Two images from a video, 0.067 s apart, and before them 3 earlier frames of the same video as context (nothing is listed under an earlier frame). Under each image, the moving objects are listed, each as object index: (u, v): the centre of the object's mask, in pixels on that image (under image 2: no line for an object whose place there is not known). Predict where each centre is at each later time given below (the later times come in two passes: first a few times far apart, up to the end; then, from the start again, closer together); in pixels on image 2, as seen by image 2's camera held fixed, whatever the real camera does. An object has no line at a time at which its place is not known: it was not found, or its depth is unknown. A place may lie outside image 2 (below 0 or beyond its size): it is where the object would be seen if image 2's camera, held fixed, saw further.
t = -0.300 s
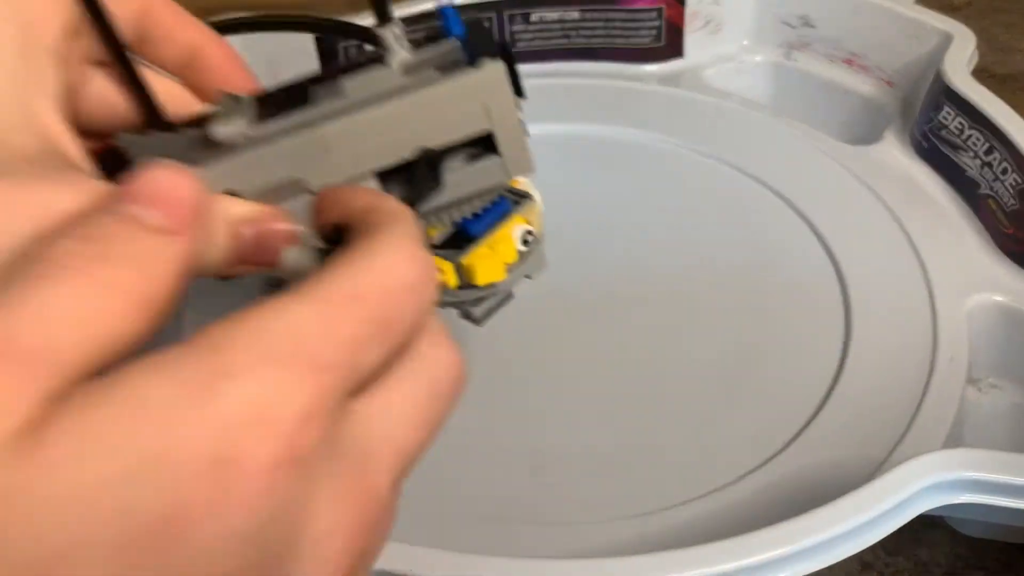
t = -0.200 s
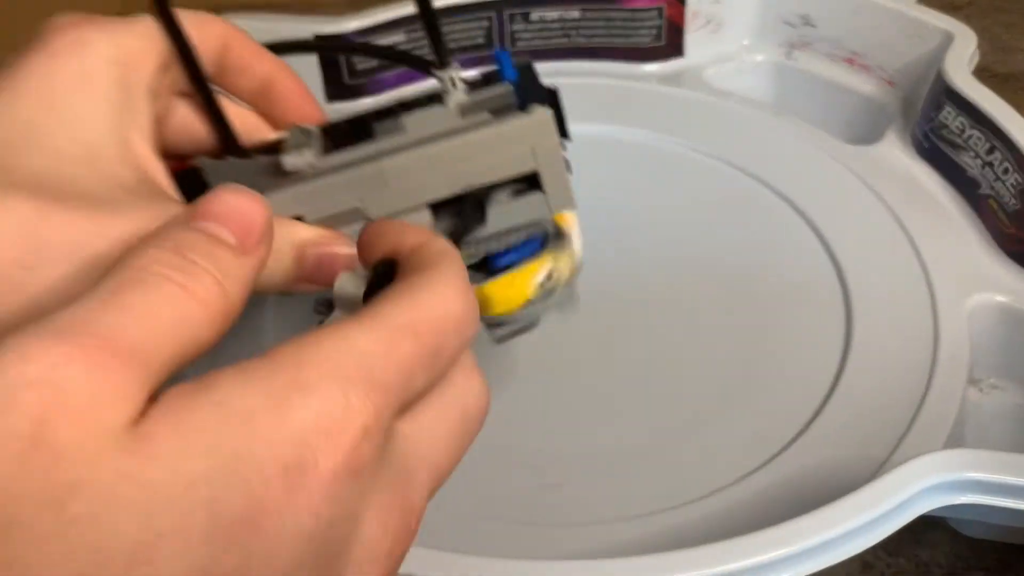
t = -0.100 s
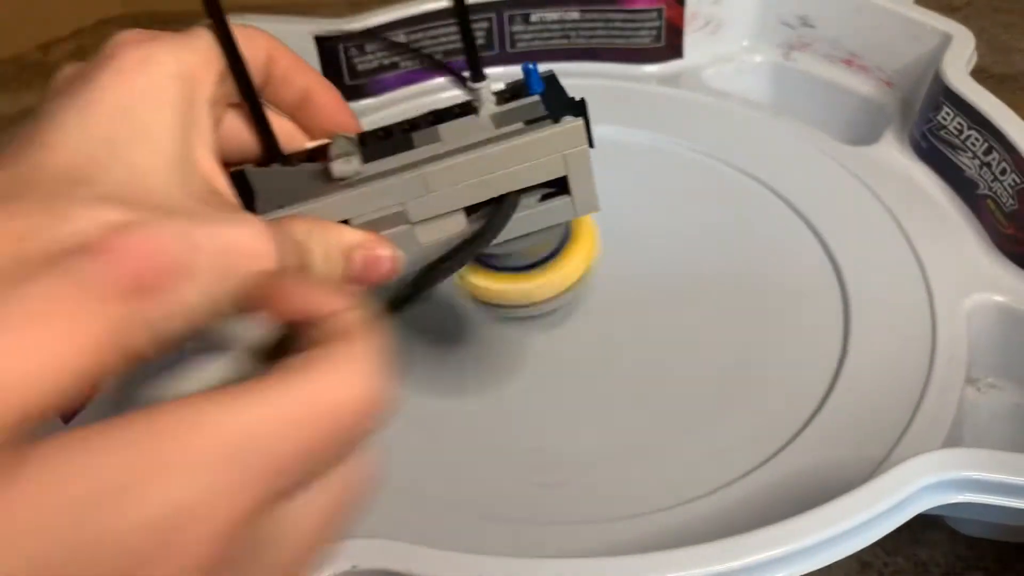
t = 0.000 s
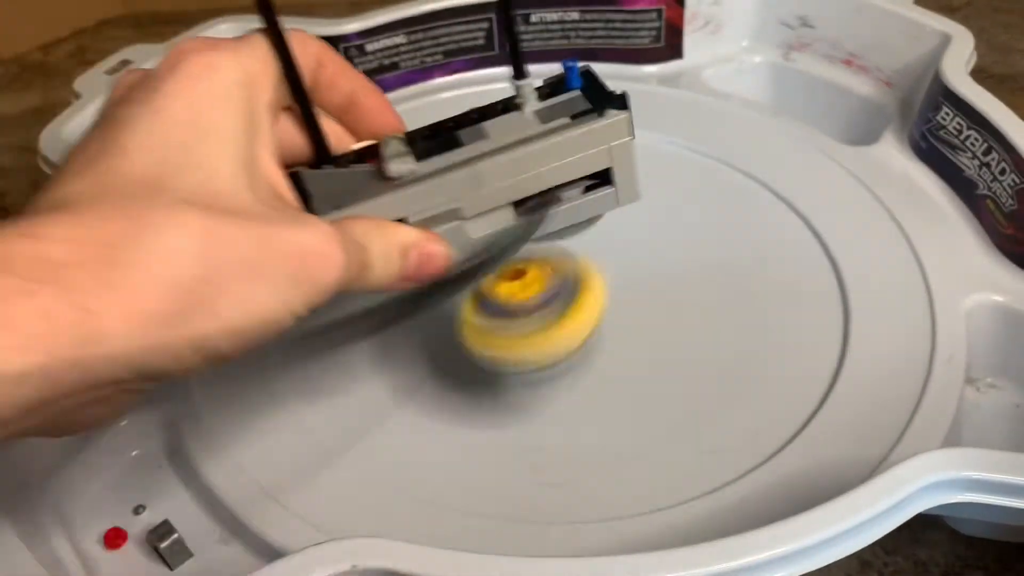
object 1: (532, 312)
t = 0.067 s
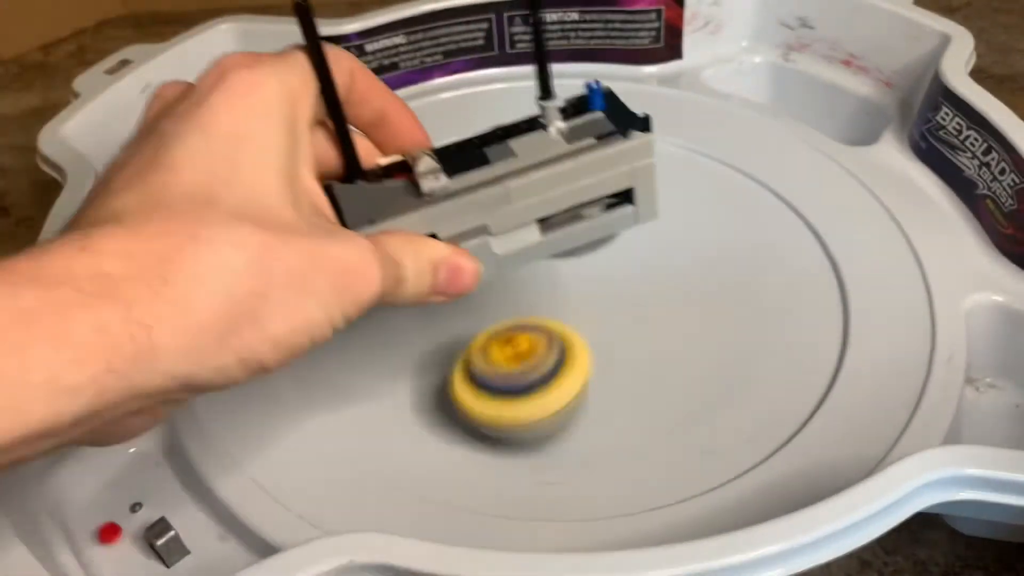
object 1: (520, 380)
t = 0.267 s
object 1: (533, 332)
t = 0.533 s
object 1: (478, 285)
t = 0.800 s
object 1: (432, 284)
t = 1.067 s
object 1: (492, 257)
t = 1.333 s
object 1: (531, 205)
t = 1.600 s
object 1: (551, 224)
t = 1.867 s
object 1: (635, 269)
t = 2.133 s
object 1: (642, 275)
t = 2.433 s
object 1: (547, 317)
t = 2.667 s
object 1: (516, 336)
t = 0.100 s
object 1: (519, 373)
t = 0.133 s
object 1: (520, 367)
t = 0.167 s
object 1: (521, 361)
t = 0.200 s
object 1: (523, 352)
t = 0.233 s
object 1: (529, 339)
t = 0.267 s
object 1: (533, 332)
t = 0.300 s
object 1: (537, 318)
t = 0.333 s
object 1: (540, 309)
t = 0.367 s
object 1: (539, 302)
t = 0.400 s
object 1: (536, 296)
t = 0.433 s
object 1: (526, 292)
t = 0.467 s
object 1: (513, 289)
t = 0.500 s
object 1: (497, 286)
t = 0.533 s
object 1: (478, 285)
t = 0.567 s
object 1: (462, 283)
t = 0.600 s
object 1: (447, 282)
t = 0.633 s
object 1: (435, 283)
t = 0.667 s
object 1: (428, 284)
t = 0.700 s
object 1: (426, 285)
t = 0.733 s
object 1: (427, 284)
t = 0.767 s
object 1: (431, 283)
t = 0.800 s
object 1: (432, 284)
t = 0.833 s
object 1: (433, 284)
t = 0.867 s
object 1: (436, 284)
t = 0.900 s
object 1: (443, 282)
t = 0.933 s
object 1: (452, 279)
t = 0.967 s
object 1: (461, 275)
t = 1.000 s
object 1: (473, 270)
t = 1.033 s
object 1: (482, 264)
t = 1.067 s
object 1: (492, 257)
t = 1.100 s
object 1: (501, 249)
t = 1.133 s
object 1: (510, 241)
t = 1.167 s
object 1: (516, 233)
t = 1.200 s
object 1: (522, 226)
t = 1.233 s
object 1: (525, 219)
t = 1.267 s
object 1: (528, 213)
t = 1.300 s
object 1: (530, 209)
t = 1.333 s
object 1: (531, 205)
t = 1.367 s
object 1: (533, 202)
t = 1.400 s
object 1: (534, 202)
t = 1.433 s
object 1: (536, 202)
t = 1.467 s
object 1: (537, 204)
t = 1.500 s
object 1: (539, 208)
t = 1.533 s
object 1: (542, 212)
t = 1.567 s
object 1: (546, 218)
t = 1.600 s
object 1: (551, 224)
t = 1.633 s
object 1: (559, 232)
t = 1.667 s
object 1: (568, 239)
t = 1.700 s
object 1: (578, 246)
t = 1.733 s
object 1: (589, 253)
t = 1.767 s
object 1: (600, 259)
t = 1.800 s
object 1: (613, 263)
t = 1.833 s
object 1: (624, 266)
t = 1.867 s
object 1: (635, 269)
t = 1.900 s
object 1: (642, 270)
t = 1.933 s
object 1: (650, 270)
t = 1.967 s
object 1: (655, 271)
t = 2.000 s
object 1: (657, 271)
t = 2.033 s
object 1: (657, 271)
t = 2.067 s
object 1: (654, 272)
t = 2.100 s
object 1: (649, 273)
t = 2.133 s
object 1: (642, 275)
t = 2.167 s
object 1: (635, 277)
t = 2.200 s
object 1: (625, 281)
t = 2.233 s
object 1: (614, 285)
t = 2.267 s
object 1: (603, 290)
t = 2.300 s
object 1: (591, 295)
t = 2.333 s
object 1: (579, 300)
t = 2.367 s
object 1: (569, 306)
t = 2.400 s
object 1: (557, 312)
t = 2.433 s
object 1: (547, 317)
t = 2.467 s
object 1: (539, 322)
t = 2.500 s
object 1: (532, 326)
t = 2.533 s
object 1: (528, 329)
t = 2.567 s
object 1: (524, 333)
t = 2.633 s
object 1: (517, 336)
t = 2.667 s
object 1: (516, 336)
